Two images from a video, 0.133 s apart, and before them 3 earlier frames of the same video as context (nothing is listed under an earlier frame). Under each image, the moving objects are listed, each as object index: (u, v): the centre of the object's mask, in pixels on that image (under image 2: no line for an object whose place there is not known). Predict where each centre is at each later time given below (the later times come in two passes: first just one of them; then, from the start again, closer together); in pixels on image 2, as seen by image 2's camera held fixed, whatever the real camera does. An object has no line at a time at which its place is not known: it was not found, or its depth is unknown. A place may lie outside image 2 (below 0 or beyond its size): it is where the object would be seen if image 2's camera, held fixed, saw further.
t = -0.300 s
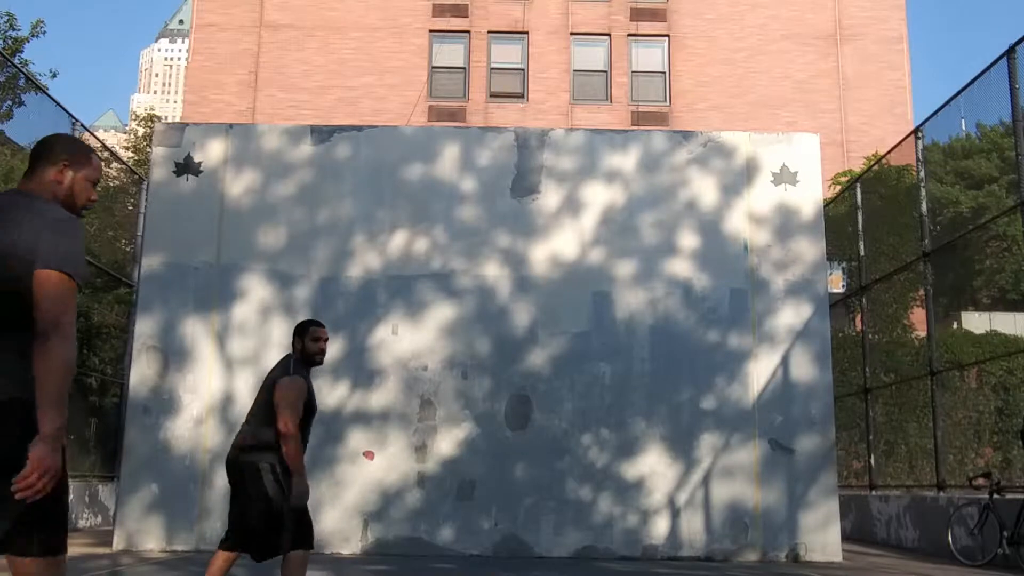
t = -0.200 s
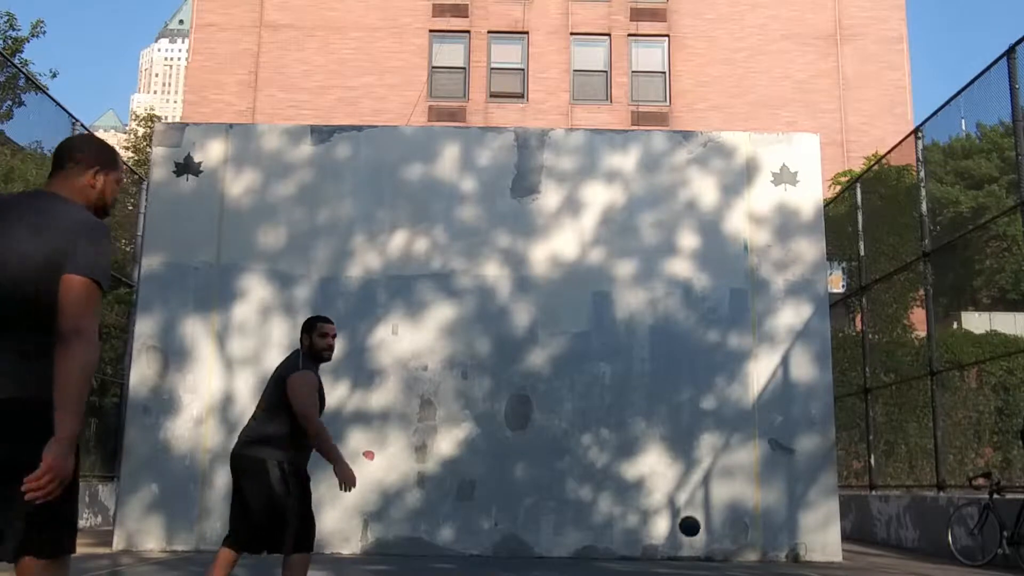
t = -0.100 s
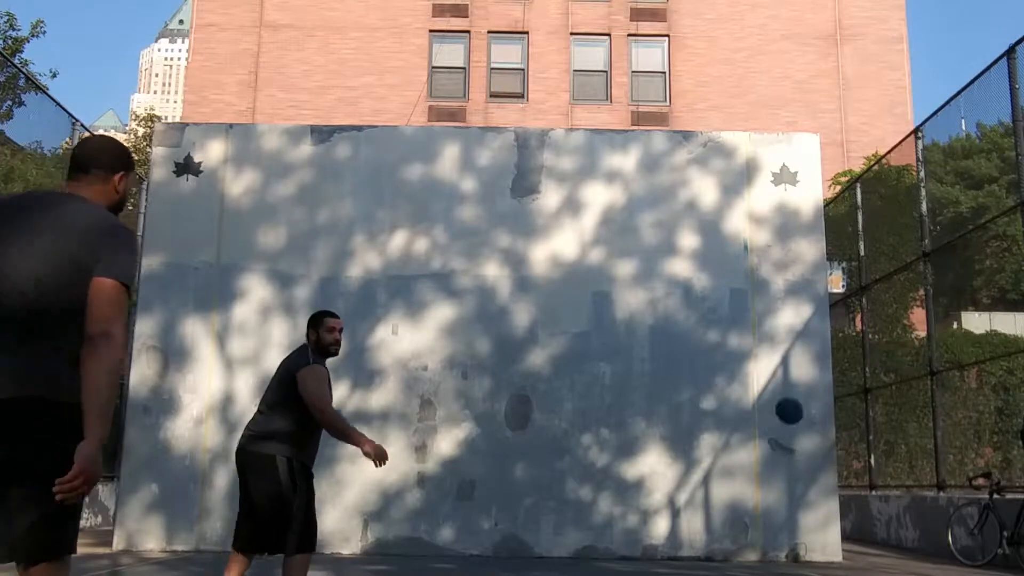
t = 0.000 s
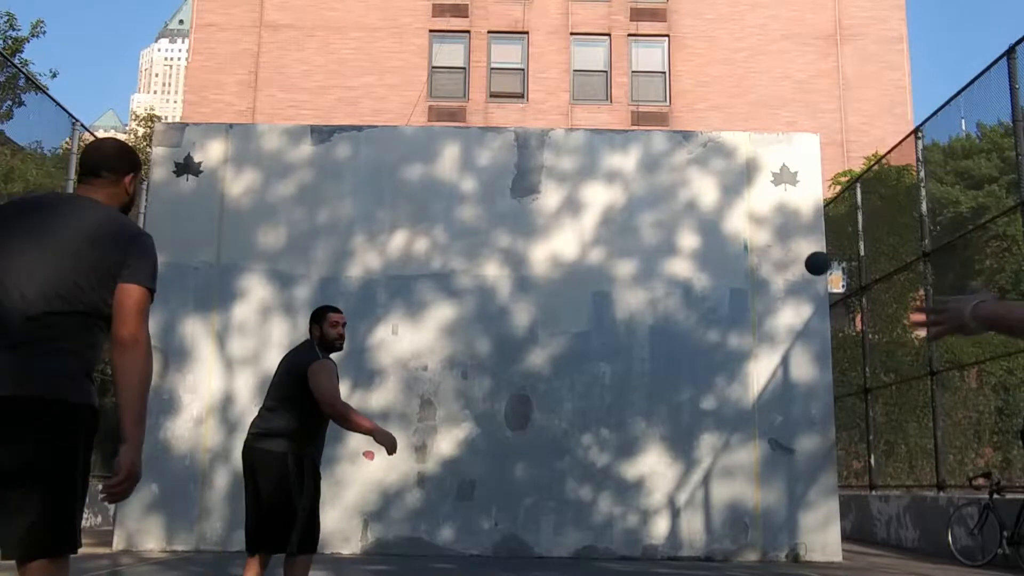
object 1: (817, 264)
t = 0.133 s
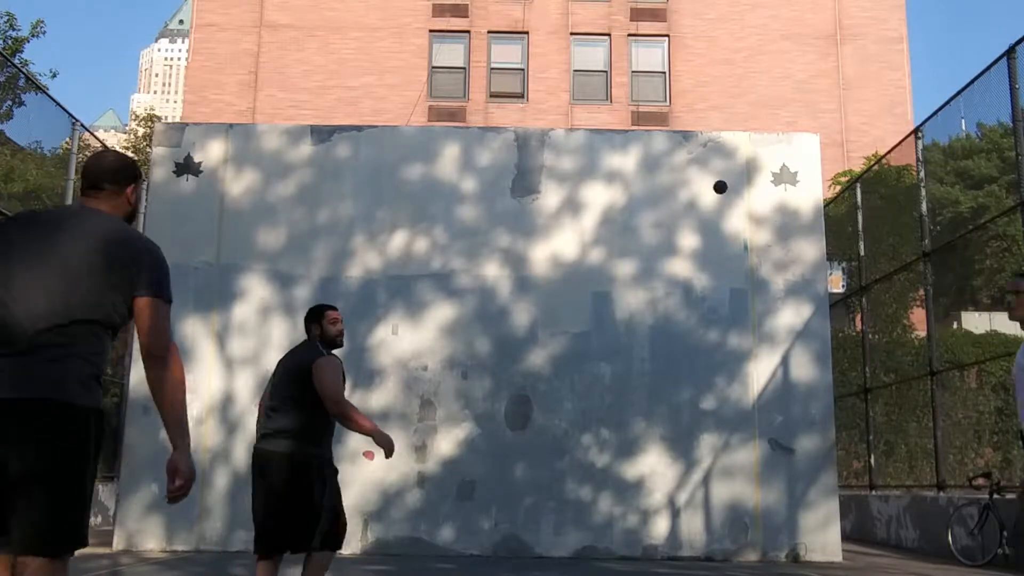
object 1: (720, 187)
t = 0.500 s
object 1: (642, 223)
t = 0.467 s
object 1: (646, 216)
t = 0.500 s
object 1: (642, 223)
